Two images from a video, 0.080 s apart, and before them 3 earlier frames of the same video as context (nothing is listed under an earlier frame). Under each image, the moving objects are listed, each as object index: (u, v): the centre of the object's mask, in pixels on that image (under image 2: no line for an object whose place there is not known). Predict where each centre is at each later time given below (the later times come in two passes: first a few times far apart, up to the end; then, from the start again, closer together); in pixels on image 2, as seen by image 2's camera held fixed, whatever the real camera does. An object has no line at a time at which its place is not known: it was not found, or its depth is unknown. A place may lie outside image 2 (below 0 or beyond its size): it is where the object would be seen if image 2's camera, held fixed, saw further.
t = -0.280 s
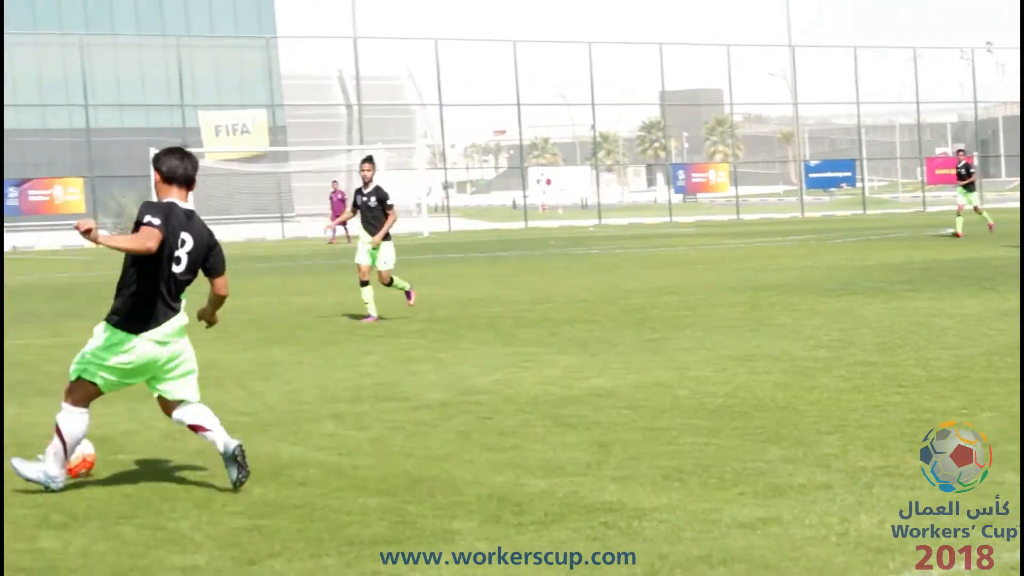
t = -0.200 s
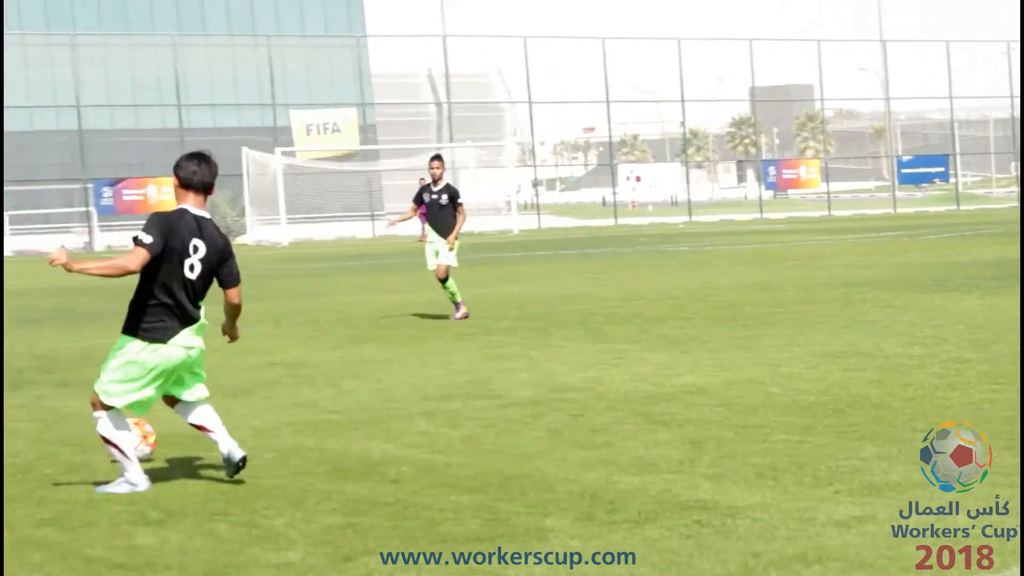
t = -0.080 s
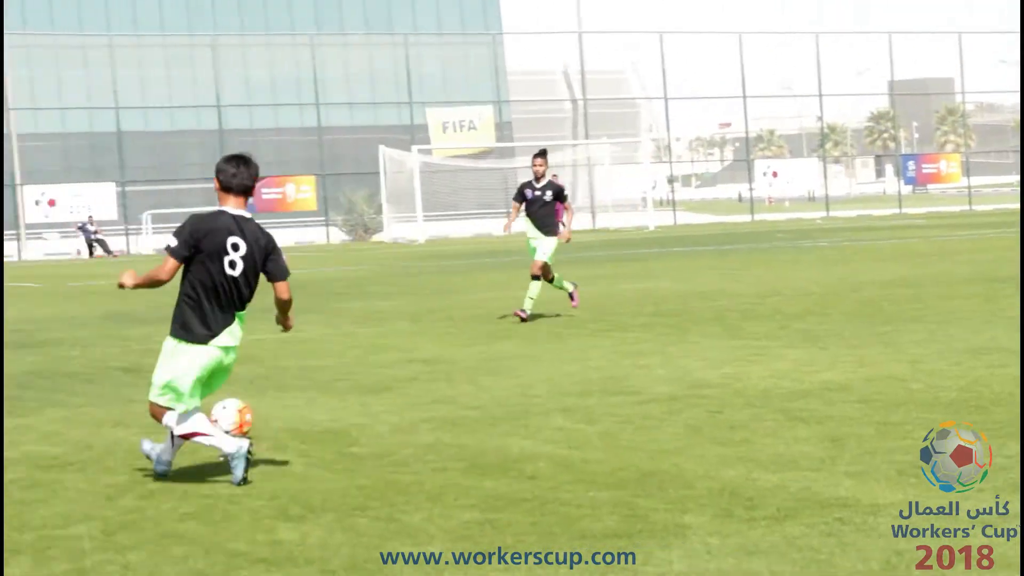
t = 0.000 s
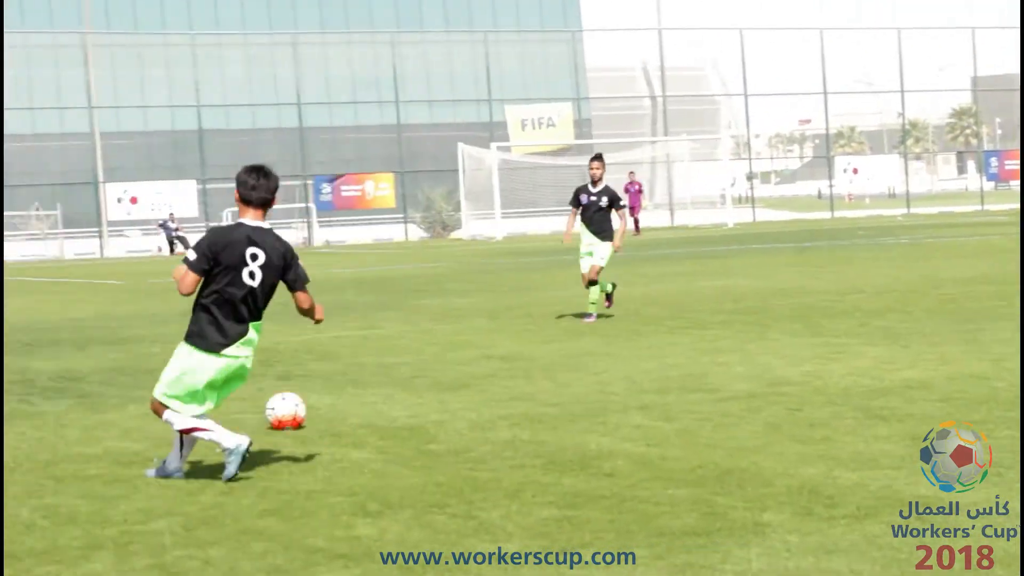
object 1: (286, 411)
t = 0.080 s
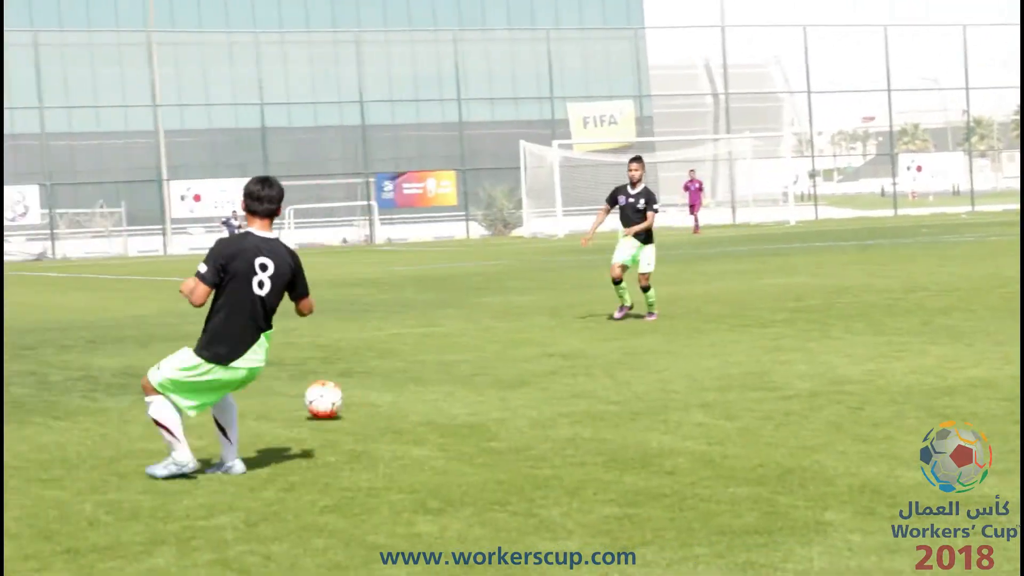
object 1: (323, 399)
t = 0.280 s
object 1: (269, 391)
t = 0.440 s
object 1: (234, 386)
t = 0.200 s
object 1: (291, 395)
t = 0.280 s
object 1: (269, 391)
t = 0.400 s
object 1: (242, 387)
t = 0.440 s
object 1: (234, 386)
